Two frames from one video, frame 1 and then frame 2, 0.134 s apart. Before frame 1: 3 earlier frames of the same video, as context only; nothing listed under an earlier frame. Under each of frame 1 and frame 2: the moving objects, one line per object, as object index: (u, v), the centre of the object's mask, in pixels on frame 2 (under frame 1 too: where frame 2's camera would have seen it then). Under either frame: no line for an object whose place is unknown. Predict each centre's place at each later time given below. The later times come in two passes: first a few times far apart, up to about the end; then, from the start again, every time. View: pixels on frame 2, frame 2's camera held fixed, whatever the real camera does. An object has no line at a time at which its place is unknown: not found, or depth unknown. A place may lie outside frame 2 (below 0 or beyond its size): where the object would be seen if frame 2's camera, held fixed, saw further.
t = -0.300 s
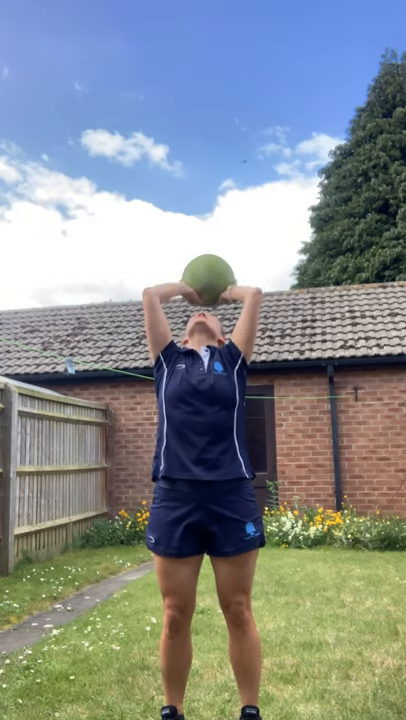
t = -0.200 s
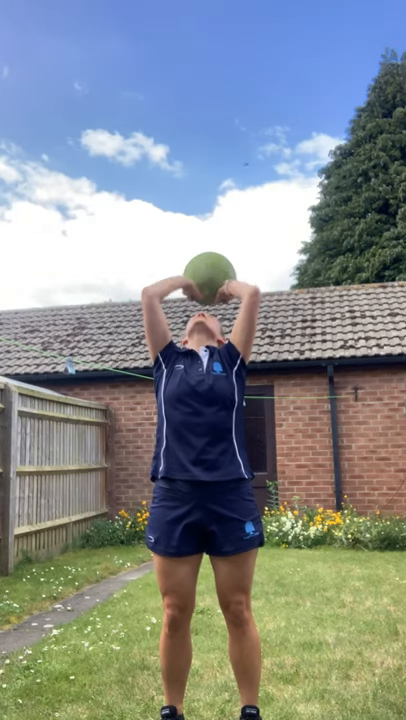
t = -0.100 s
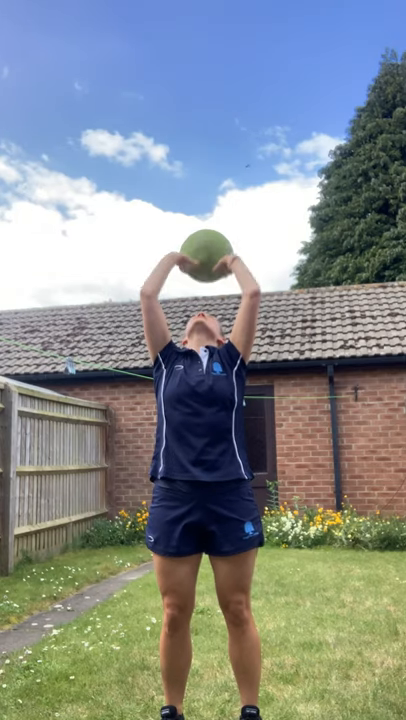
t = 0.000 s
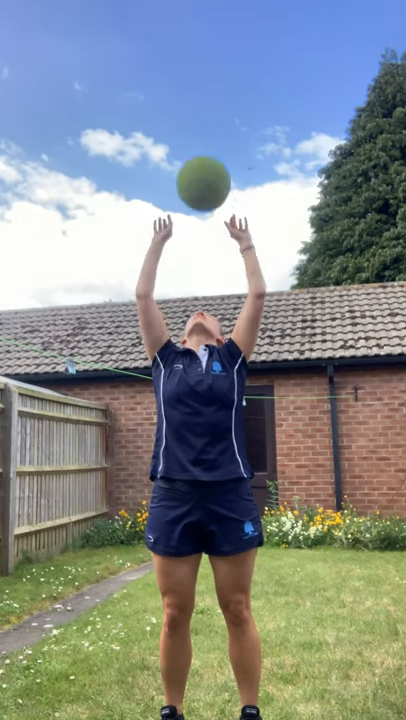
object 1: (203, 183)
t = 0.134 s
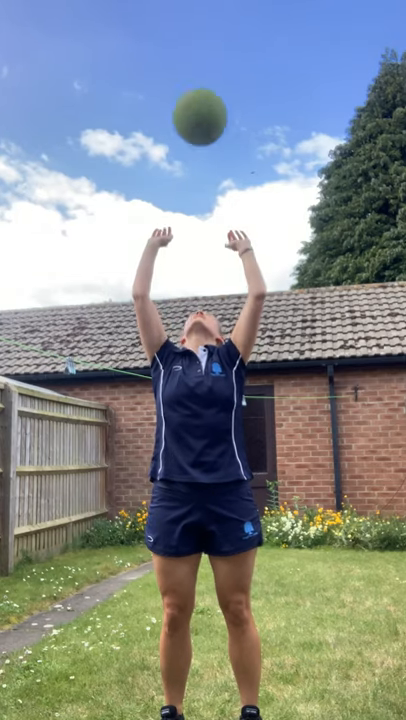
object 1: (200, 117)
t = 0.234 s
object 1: (198, 92)
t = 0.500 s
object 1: (196, 130)
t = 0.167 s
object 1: (199, 106)
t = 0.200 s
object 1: (199, 98)
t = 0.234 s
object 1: (198, 92)
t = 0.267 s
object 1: (198, 89)
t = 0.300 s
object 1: (197, 88)
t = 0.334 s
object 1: (197, 89)
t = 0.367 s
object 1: (197, 92)
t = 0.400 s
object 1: (196, 98)
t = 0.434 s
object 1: (196, 107)
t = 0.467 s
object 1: (196, 117)
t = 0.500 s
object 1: (196, 130)
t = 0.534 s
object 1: (196, 146)
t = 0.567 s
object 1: (196, 165)
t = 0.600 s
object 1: (196, 186)
